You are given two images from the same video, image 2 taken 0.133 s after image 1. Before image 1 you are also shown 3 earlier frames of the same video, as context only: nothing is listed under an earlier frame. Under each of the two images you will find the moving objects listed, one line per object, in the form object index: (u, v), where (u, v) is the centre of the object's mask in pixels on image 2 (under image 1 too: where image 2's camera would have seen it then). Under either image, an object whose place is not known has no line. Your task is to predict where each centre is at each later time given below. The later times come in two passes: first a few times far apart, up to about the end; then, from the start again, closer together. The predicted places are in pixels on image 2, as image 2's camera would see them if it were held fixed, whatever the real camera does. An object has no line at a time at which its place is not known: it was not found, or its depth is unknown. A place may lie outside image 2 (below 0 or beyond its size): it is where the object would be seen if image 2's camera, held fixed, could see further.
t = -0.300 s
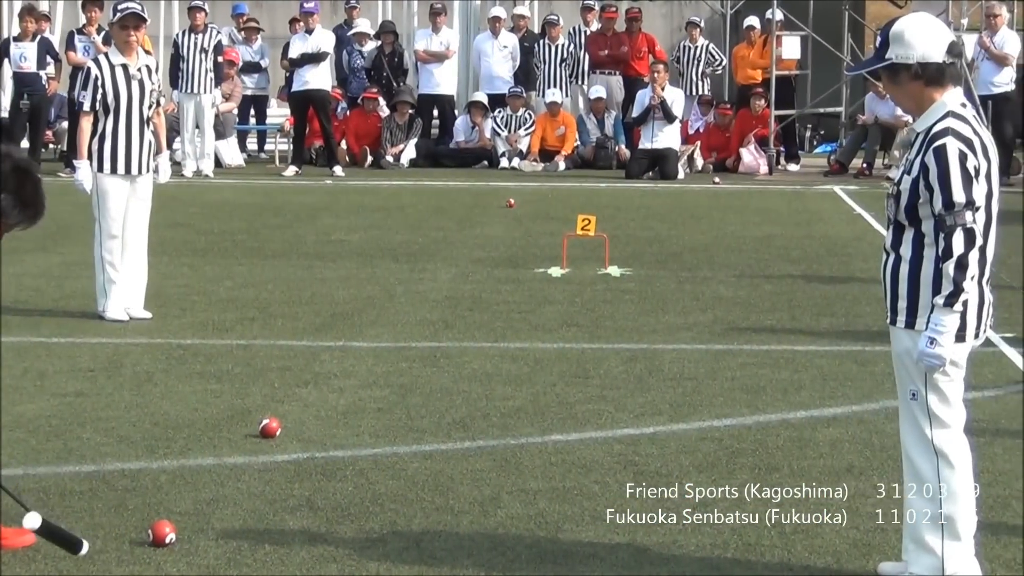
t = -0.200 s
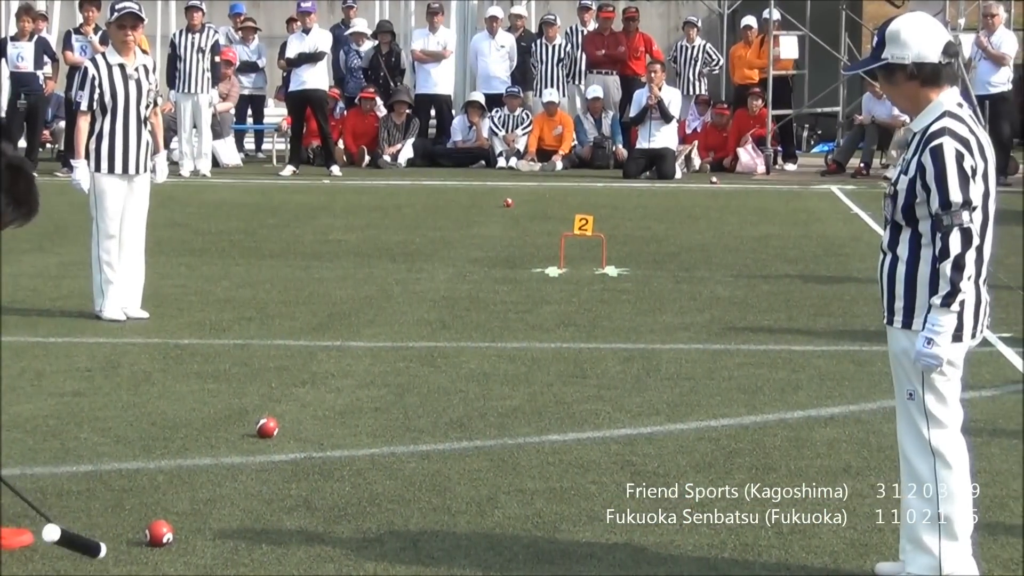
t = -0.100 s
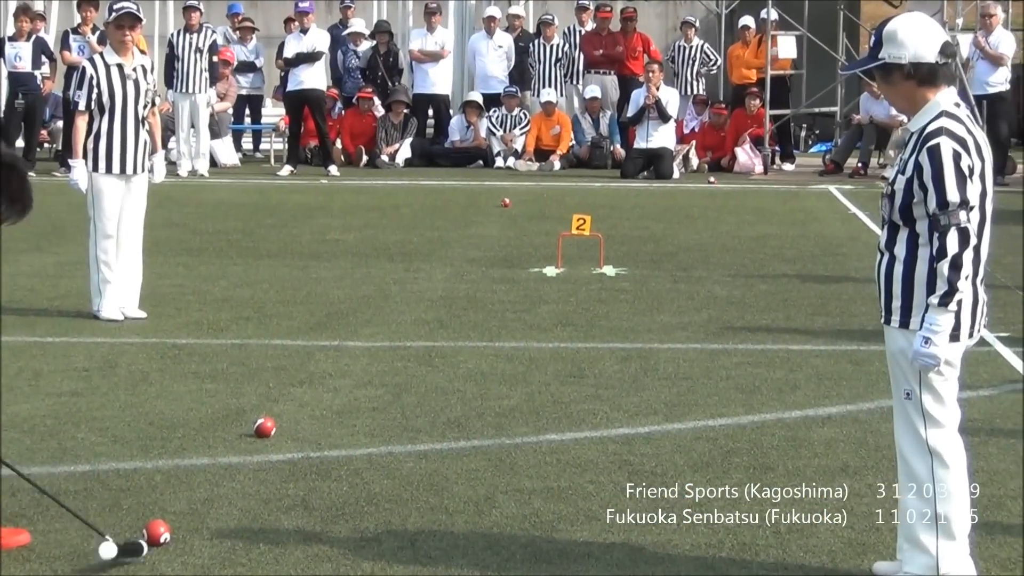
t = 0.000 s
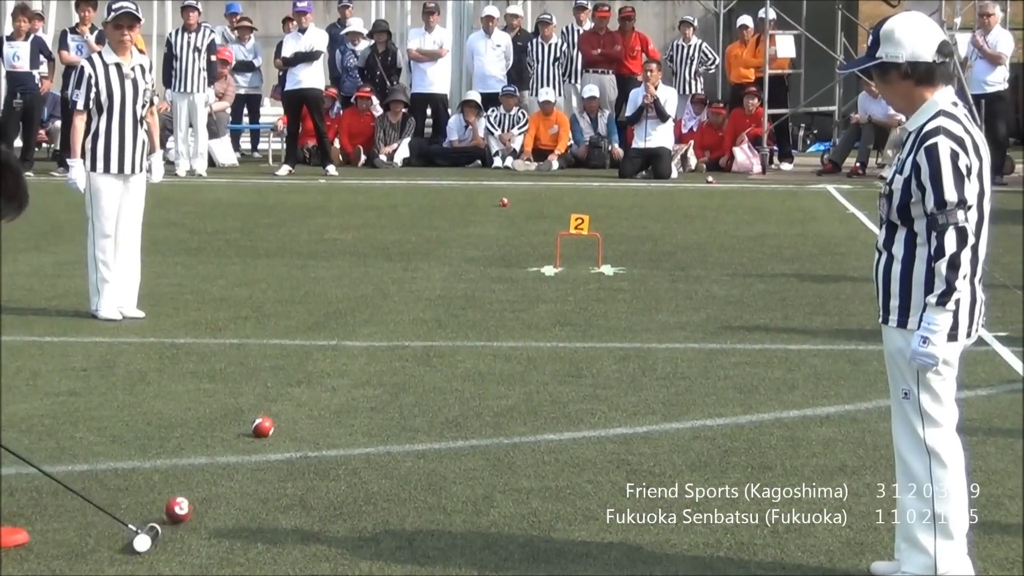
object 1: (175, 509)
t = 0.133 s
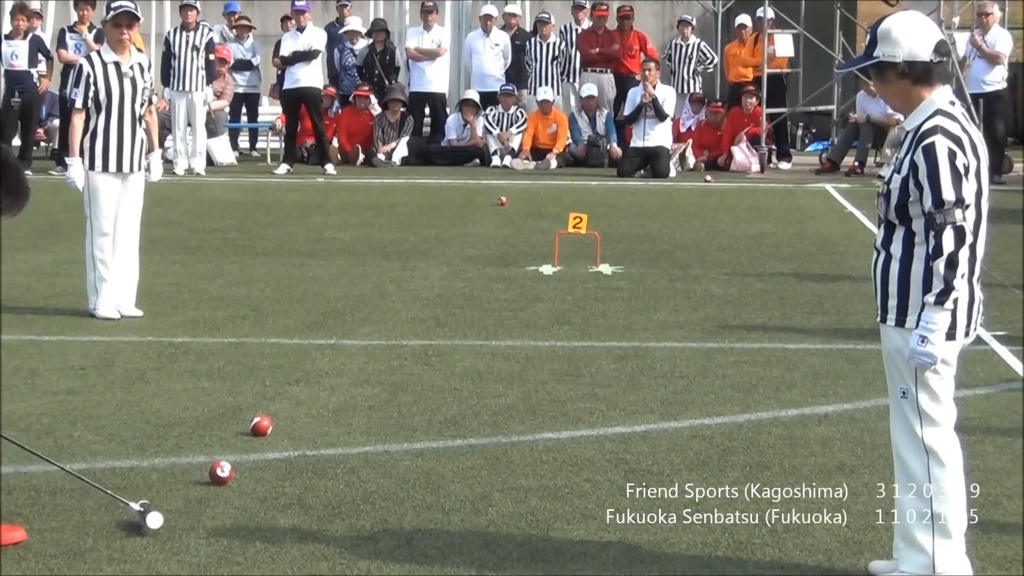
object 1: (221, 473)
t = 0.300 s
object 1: (260, 439)
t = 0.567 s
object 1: (364, 410)
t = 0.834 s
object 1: (456, 386)
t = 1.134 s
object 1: (539, 366)
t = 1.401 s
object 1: (600, 352)
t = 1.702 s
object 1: (654, 338)
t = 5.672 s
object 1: (804, 300)
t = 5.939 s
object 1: (804, 300)
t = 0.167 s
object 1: (230, 467)
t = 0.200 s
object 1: (238, 457)
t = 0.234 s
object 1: (246, 450)
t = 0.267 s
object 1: (253, 446)
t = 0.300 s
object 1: (260, 439)
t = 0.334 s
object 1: (267, 433)
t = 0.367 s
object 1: (274, 430)
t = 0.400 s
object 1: (290, 425)
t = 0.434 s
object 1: (307, 423)
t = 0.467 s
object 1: (323, 419)
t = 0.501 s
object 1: (338, 415)
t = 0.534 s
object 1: (352, 413)
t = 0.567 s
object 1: (364, 410)
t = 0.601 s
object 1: (378, 406)
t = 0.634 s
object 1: (390, 403)
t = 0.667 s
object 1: (402, 399)
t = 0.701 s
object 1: (413, 398)
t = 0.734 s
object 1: (424, 394)
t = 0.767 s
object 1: (435, 392)
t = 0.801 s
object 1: (446, 389)
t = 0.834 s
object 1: (456, 386)
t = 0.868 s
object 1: (467, 384)
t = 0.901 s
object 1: (477, 381)
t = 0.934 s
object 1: (486, 379)
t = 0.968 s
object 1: (495, 377)
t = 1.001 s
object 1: (505, 374)
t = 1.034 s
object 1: (514, 373)
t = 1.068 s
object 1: (523, 368)
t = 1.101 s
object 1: (531, 367)
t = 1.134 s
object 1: (539, 366)
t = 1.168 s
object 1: (548, 363)
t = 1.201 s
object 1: (556, 362)
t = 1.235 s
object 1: (564, 360)
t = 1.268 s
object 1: (571, 357)
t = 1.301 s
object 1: (579, 356)
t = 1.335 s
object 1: (586, 355)
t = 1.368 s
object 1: (593, 353)
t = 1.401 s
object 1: (600, 352)
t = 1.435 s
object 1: (607, 350)
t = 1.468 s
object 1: (613, 348)
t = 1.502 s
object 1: (619, 347)
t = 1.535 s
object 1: (626, 345)
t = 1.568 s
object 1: (632, 344)
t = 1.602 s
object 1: (638, 342)
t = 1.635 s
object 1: (644, 341)
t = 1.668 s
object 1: (649, 340)
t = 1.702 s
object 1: (654, 338)
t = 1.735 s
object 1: (659, 337)
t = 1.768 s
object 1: (665, 336)
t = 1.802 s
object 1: (669, 335)
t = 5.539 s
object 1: (804, 300)
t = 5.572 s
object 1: (804, 300)
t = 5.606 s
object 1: (804, 300)
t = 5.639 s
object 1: (804, 300)
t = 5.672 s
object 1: (804, 300)
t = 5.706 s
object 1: (804, 300)
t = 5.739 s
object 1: (804, 300)
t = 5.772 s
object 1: (804, 300)
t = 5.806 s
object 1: (804, 300)
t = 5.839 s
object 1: (804, 300)
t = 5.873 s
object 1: (804, 300)
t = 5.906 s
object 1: (804, 300)
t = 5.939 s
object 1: (804, 300)
